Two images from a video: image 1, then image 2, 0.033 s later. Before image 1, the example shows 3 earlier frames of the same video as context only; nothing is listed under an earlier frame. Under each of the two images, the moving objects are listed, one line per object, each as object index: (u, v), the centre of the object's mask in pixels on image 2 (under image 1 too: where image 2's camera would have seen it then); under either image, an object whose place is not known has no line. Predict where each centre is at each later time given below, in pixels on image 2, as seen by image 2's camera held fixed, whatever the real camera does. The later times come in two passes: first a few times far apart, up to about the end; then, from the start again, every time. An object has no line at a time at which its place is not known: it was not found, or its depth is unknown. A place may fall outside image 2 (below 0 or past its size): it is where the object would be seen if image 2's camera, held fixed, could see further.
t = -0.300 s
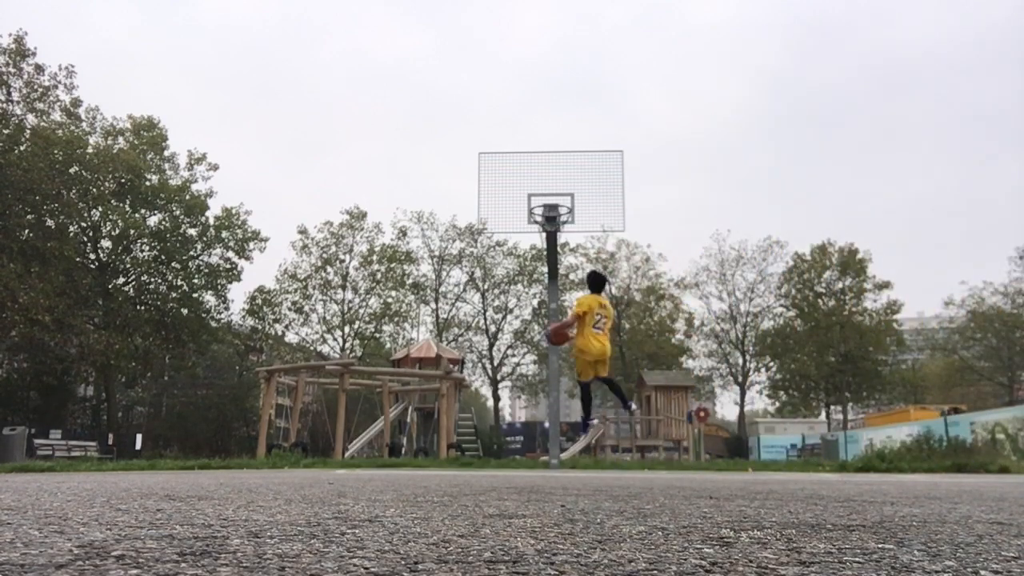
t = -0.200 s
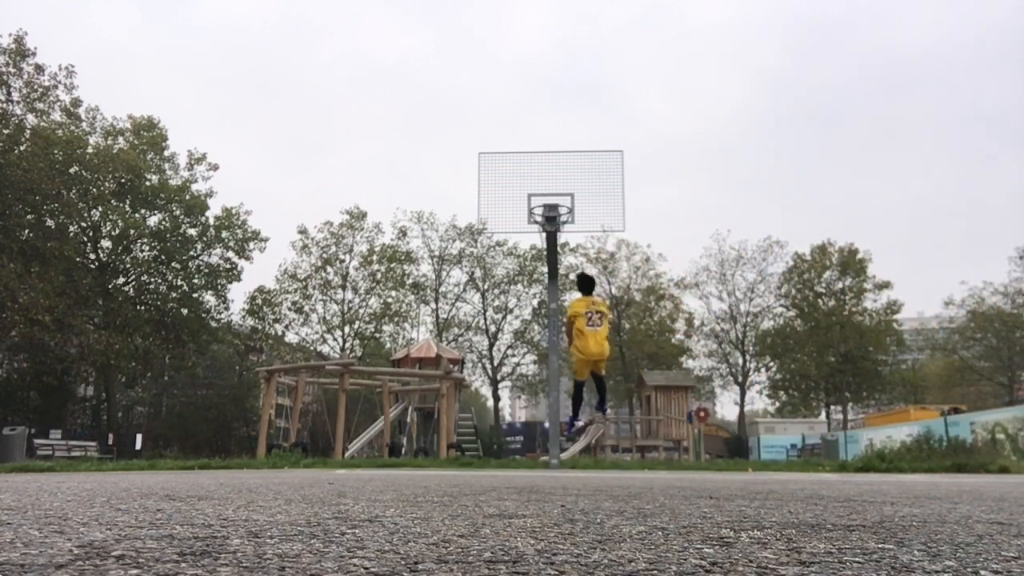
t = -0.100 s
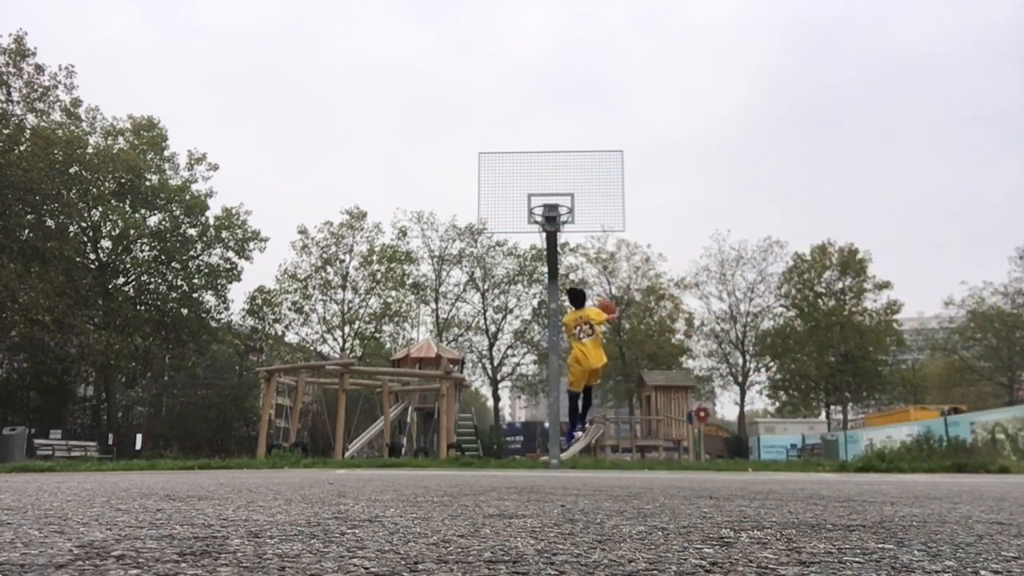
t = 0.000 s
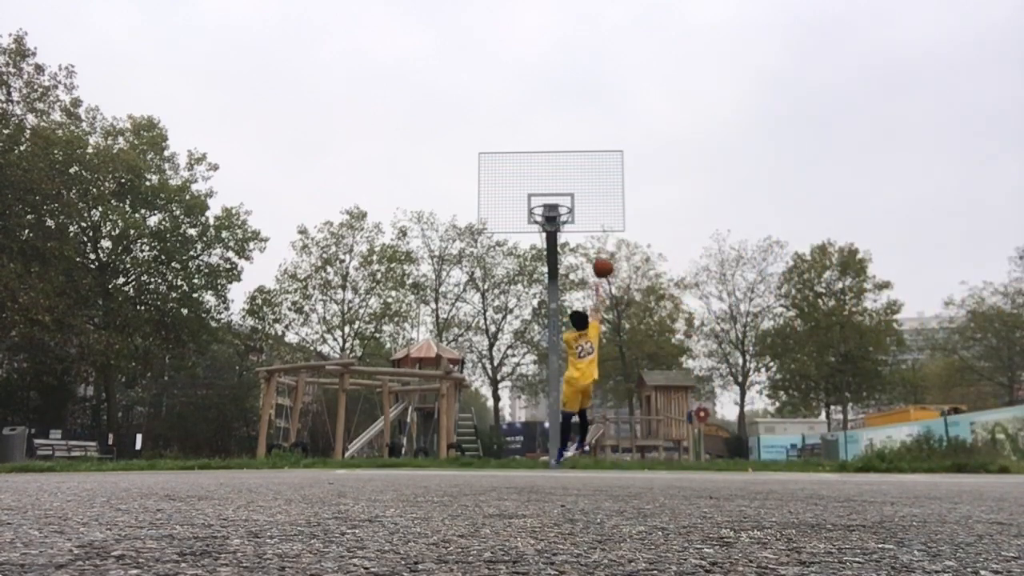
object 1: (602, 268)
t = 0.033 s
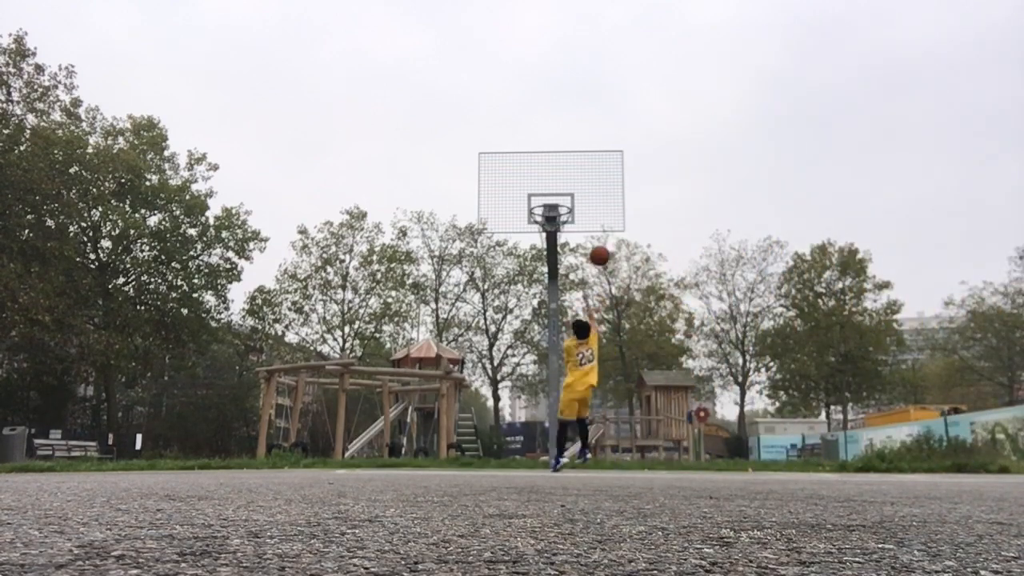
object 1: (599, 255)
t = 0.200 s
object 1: (585, 210)
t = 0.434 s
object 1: (565, 186)
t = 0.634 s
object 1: (542, 197)
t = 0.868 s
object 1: (558, 195)
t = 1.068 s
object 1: (549, 194)
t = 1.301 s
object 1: (548, 195)
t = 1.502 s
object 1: (554, 202)
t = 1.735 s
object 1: (558, 232)
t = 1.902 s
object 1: (554, 256)
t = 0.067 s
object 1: (597, 244)
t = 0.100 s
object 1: (594, 234)
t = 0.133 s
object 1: (591, 225)
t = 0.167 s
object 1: (588, 217)
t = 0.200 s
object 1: (585, 210)
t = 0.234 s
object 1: (583, 204)
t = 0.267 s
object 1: (580, 198)
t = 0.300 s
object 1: (578, 194)
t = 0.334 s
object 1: (576, 191)
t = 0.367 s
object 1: (572, 188)
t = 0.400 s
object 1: (568, 186)
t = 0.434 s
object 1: (565, 186)
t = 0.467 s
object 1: (561, 186)
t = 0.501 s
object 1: (557, 186)
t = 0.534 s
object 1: (553, 188)
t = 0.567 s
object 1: (549, 190)
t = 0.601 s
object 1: (546, 194)
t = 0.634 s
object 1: (542, 197)
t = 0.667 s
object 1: (538, 202)
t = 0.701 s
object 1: (543, 203)
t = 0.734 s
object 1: (550, 202)
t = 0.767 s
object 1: (557, 202)
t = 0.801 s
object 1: (562, 202)
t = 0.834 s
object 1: (560, 197)
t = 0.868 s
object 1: (558, 195)
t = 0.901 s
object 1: (557, 192)
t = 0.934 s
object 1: (555, 191)
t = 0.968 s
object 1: (554, 191)
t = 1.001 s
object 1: (552, 191)
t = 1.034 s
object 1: (551, 192)
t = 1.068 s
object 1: (549, 194)
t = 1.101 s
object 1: (548, 196)
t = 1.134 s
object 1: (546, 198)
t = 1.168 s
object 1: (545, 205)
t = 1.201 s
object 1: (545, 202)
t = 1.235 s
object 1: (546, 197)
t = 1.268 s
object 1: (547, 196)
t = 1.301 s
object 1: (548, 195)
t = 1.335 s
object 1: (549, 194)
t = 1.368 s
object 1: (550, 194)
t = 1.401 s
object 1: (551, 195)
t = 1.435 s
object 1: (552, 196)
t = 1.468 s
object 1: (553, 197)
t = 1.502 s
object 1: (554, 202)
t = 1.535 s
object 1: (555, 207)
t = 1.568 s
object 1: (556, 212)
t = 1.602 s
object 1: (558, 218)
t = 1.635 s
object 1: (559, 223)
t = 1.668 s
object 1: (559, 226)
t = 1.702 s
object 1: (559, 229)
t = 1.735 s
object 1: (558, 232)
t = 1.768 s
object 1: (558, 235)
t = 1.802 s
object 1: (557, 239)
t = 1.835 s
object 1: (556, 244)
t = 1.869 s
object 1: (555, 249)
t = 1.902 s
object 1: (554, 256)
